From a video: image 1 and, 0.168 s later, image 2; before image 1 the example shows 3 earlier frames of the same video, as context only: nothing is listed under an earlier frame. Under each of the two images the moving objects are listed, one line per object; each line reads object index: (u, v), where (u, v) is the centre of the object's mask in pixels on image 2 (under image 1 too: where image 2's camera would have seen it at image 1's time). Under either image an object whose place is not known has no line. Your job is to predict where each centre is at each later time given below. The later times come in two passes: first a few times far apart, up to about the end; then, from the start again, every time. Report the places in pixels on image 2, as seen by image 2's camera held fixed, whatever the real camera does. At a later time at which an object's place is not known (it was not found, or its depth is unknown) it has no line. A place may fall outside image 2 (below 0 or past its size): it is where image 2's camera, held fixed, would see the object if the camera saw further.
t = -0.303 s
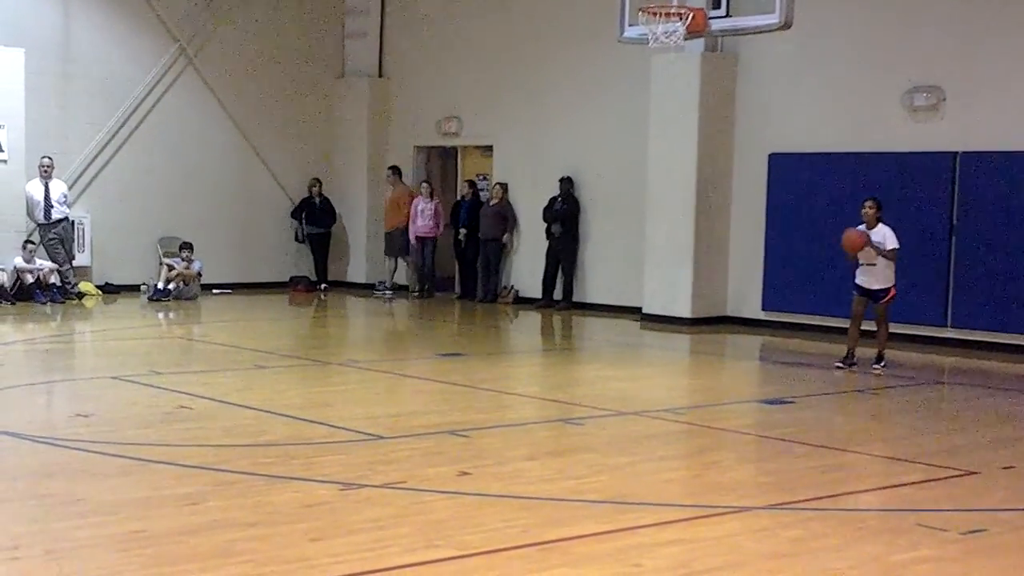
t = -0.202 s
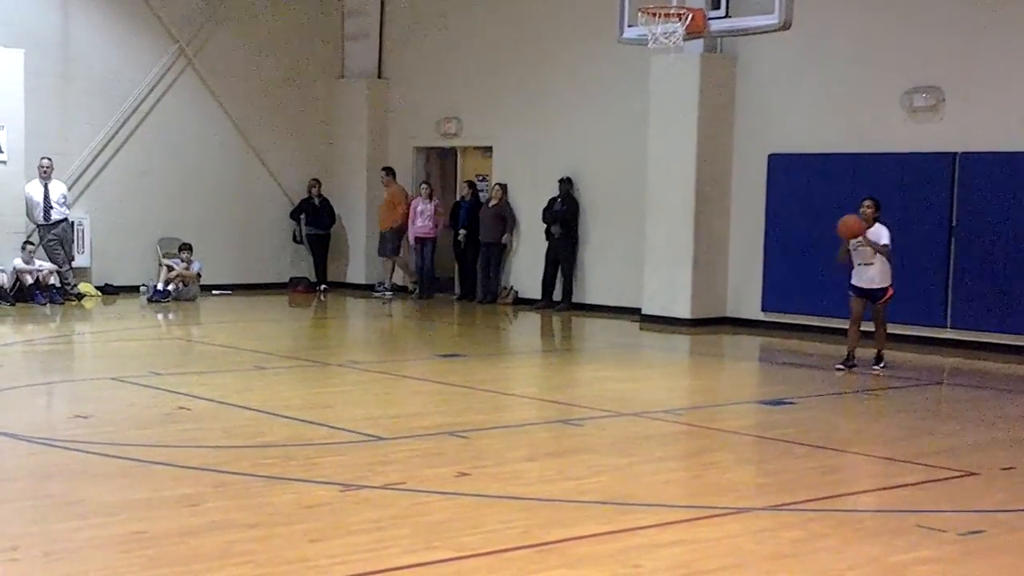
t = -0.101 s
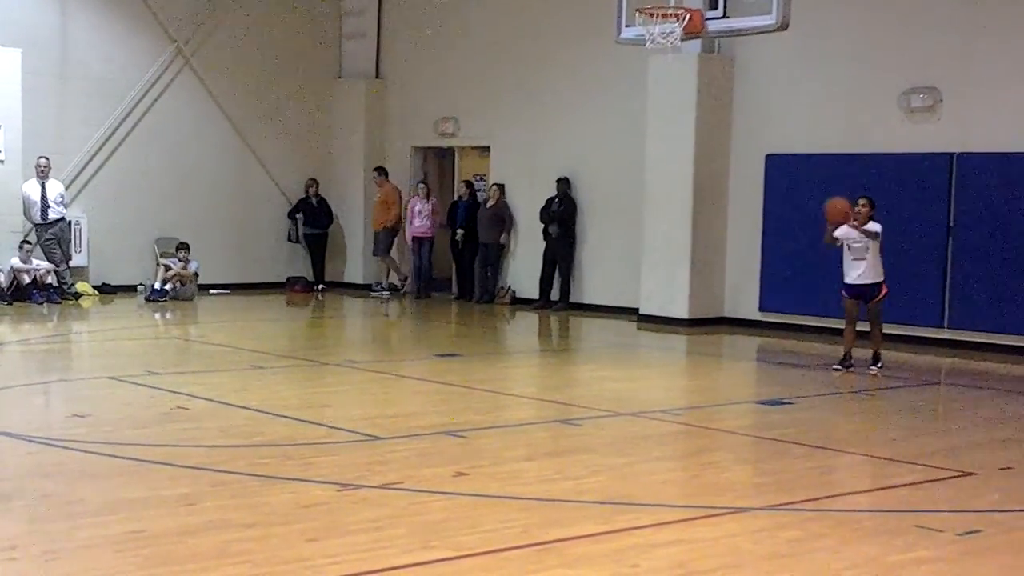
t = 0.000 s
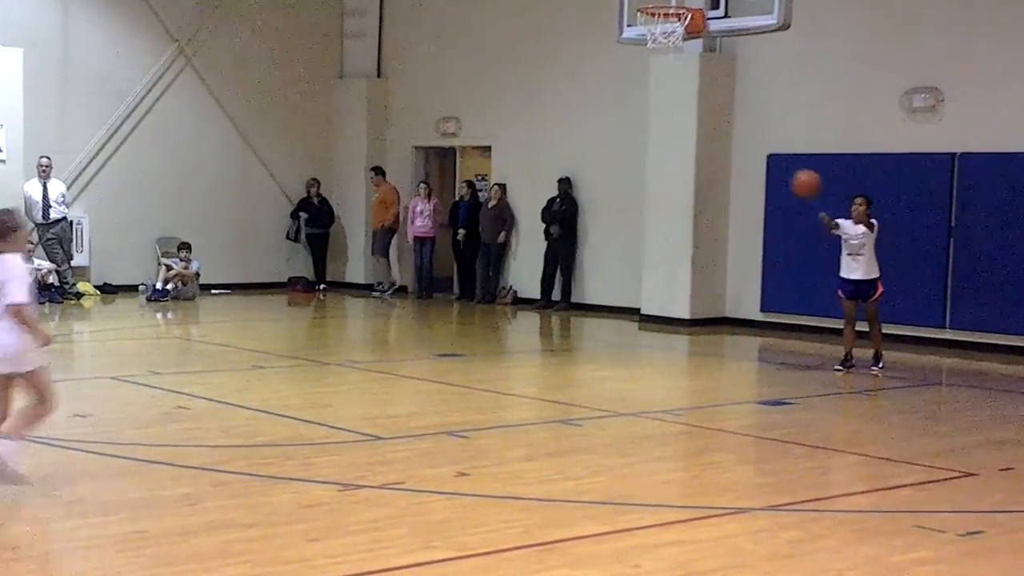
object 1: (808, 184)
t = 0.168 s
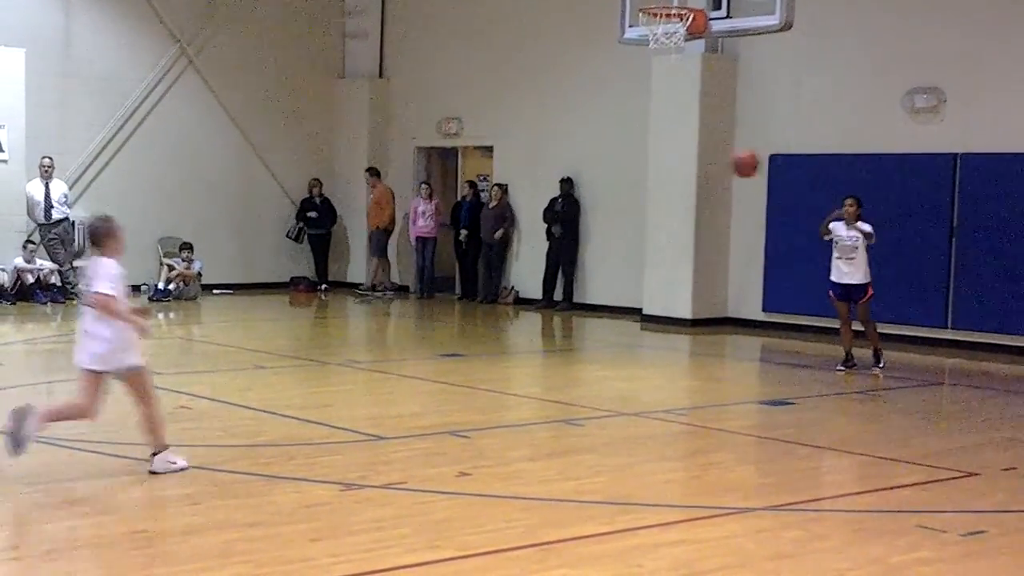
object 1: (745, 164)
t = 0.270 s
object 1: (704, 167)
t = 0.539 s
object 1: (570, 251)
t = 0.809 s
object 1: (425, 386)
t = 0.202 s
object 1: (731, 164)
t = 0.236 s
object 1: (717, 165)
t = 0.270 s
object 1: (704, 167)
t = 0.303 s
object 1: (689, 171)
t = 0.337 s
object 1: (672, 177)
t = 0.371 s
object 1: (657, 185)
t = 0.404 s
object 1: (640, 195)
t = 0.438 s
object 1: (624, 206)
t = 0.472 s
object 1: (608, 219)
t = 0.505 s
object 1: (588, 234)
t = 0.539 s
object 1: (570, 251)
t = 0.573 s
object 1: (555, 268)
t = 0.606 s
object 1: (536, 292)
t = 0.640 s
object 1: (513, 313)
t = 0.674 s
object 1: (493, 337)
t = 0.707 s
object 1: (474, 365)
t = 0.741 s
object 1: (449, 404)
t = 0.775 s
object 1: (434, 406)
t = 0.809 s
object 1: (425, 386)
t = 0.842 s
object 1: (416, 367)
